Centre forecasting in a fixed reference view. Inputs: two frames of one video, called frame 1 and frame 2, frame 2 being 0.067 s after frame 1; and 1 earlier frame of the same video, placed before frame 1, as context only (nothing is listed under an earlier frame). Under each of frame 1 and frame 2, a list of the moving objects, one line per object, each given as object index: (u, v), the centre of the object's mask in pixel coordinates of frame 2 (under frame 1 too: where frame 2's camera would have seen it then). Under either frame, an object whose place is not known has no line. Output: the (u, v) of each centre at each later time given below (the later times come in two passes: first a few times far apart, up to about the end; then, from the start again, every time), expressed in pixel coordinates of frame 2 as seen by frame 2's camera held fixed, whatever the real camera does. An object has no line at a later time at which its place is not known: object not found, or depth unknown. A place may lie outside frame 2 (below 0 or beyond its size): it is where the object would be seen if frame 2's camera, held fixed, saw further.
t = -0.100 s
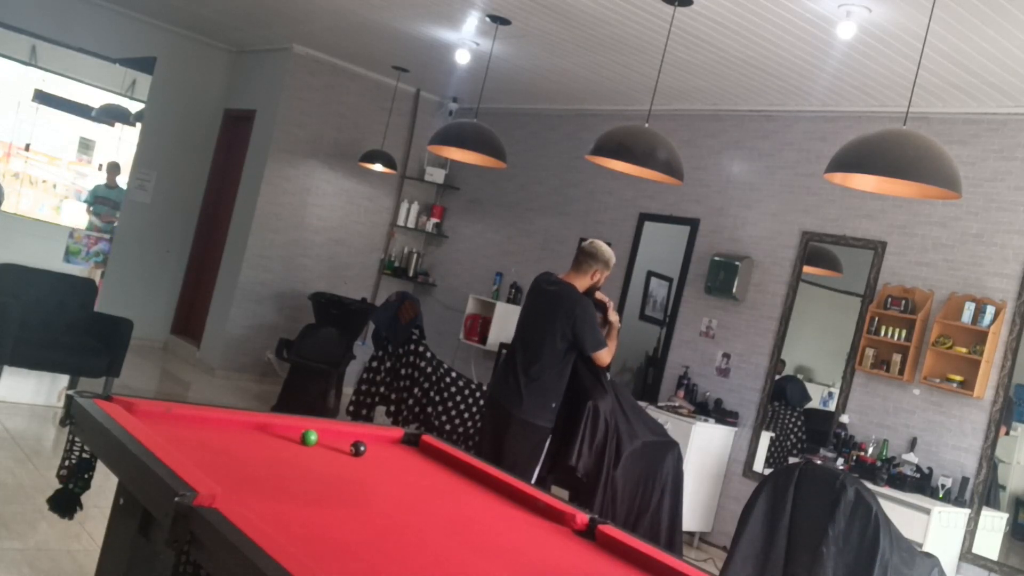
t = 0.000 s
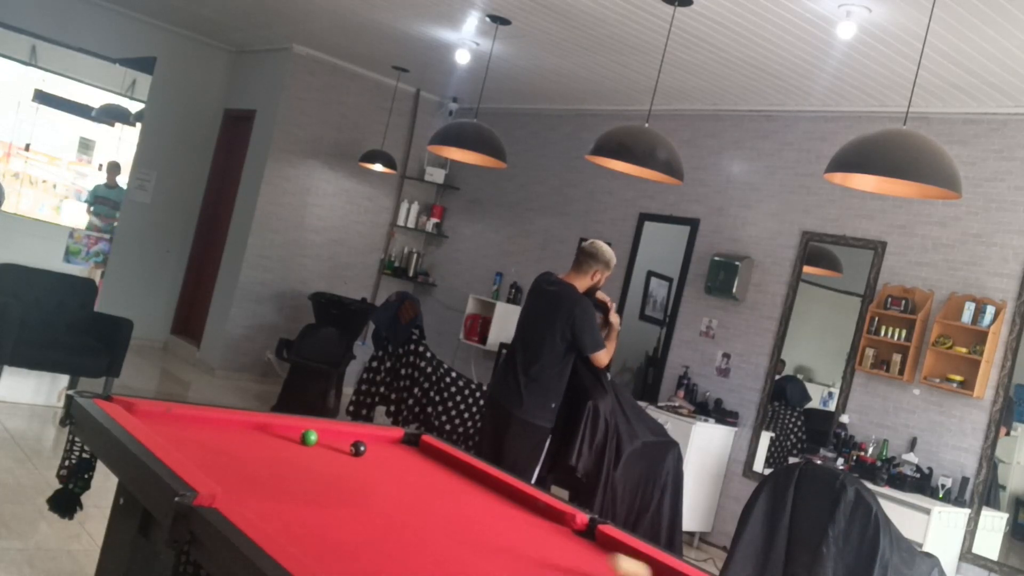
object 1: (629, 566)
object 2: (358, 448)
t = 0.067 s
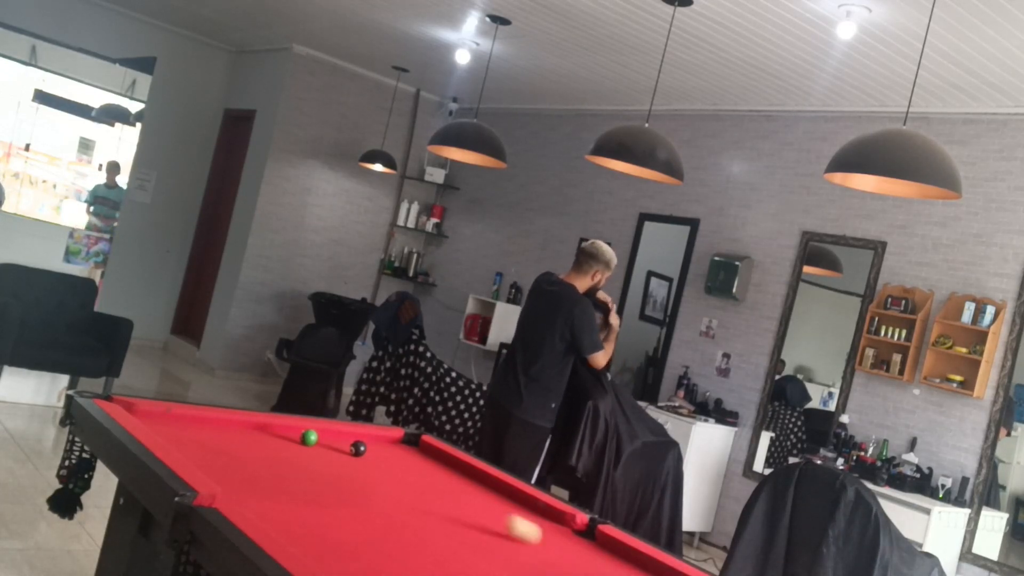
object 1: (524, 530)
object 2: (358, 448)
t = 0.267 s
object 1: (311, 438)
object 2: (358, 448)
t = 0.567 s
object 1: (218, 427)
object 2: (358, 448)
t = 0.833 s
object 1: (171, 436)
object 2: (358, 448)
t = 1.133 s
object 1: (227, 458)
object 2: (358, 449)
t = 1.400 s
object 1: (294, 479)
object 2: (358, 449)
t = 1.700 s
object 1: (371, 502)
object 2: (358, 449)
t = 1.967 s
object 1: (438, 522)
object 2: (358, 449)
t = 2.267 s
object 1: (514, 545)
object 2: (359, 445)
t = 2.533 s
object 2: (358, 449)
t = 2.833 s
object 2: (368, 451)
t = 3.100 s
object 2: (393, 459)
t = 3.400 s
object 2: (420, 466)
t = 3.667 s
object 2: (443, 472)
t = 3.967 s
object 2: (465, 479)
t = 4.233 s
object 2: (483, 485)
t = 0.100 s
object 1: (478, 511)
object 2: (358, 448)
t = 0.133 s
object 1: (437, 493)
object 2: (358, 448)
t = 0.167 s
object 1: (399, 476)
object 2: (358, 448)
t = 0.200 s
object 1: (365, 462)
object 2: (358, 447)
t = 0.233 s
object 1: (331, 447)
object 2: (358, 448)
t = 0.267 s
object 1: (311, 438)
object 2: (358, 448)
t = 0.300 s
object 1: (296, 435)
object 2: (358, 448)
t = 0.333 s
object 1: (281, 432)
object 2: (358, 448)
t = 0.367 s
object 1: (266, 429)
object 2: (358, 448)
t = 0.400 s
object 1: (250, 425)
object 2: (358, 449)
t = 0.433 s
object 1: (236, 421)
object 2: (358, 448)
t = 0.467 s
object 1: (231, 421)
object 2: (358, 448)
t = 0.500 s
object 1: (227, 424)
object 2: (358, 448)
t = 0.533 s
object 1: (223, 425)
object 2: (358, 448)
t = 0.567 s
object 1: (218, 427)
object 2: (358, 448)
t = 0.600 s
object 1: (212, 428)
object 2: (358, 448)
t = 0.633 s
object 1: (207, 429)
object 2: (358, 448)
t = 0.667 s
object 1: (201, 430)
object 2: (358, 448)
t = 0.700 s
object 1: (195, 431)
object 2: (358, 448)
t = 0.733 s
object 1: (189, 433)
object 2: (358, 448)
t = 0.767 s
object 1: (183, 434)
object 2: (358, 448)
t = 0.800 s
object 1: (177, 435)
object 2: (358, 448)
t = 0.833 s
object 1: (171, 436)
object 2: (358, 448)
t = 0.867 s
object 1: (165, 436)
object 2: (358, 449)
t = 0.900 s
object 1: (167, 437)
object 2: (358, 448)
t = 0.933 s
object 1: (177, 442)
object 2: (358, 449)
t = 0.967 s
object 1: (185, 445)
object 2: (358, 448)
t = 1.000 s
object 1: (193, 448)
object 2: (358, 449)
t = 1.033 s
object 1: (201, 451)
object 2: (358, 448)
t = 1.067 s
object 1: (210, 453)
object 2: (358, 449)
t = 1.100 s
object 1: (218, 456)
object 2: (358, 449)
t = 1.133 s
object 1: (227, 458)
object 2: (358, 449)
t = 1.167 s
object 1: (235, 461)
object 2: (358, 448)
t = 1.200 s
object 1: (244, 463)
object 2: (358, 448)
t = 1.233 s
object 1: (252, 466)
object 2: (358, 448)
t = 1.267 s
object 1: (261, 469)
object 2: (358, 449)
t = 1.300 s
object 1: (269, 471)
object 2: (358, 448)
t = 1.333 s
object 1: (278, 474)
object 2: (358, 448)
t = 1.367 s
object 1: (286, 476)
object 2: (358, 448)
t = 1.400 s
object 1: (294, 479)
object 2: (358, 449)
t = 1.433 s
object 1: (303, 482)
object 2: (358, 448)
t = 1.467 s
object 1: (312, 484)
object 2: (358, 448)
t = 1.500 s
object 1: (320, 487)
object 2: (358, 449)
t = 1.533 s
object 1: (329, 490)
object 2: (358, 449)
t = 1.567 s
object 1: (337, 492)
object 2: (358, 449)
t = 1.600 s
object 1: (346, 495)
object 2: (358, 449)
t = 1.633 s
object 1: (354, 497)
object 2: (358, 449)
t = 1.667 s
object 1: (363, 499)
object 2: (358, 449)
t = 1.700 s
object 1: (371, 502)
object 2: (358, 449)
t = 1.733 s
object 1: (379, 505)
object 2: (358, 449)
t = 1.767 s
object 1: (388, 507)
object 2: (358, 449)
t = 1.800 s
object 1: (396, 510)
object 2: (358, 448)
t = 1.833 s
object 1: (405, 512)
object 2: (358, 449)
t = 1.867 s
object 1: (413, 515)
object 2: (358, 449)
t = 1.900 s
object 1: (421, 517)
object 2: (358, 449)
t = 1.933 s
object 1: (430, 520)
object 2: (358, 449)
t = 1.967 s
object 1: (438, 522)
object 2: (358, 449)
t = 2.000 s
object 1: (447, 525)
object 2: (358, 449)
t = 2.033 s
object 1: (455, 527)
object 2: (358, 449)
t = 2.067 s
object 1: (464, 530)
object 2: (358, 449)
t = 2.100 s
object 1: (472, 532)
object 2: (358, 449)
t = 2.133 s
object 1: (480, 535)
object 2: (358, 449)
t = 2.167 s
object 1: (489, 537)
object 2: (358, 449)
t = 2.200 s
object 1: (497, 540)
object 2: (358, 448)
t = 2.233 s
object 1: (505, 542)
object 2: (357, 447)
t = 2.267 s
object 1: (514, 545)
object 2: (359, 445)
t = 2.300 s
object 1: (522, 547)
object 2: (361, 447)
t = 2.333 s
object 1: (530, 550)
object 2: (359, 449)
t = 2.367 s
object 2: (358, 449)
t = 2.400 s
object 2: (358, 448)
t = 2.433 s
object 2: (358, 448)
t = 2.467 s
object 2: (358, 449)
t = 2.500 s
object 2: (358, 449)
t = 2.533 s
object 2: (358, 449)
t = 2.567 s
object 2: (358, 449)
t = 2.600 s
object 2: (358, 448)
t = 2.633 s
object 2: (358, 449)
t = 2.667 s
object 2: (358, 449)
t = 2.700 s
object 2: (358, 449)
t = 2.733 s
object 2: (358, 448)
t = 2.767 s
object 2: (360, 450)
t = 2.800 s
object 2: (364, 450)
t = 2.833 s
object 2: (368, 451)
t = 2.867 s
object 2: (371, 452)
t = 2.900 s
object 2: (374, 453)
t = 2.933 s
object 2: (378, 454)
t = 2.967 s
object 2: (381, 455)
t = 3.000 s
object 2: (384, 456)
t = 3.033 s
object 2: (387, 457)
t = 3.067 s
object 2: (390, 458)
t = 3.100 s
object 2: (393, 459)
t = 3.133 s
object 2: (396, 460)
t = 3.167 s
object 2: (399, 460)
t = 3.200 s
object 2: (403, 461)
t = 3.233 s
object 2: (405, 462)
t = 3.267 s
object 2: (408, 463)
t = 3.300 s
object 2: (411, 464)
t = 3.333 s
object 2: (414, 465)
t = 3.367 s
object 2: (418, 465)
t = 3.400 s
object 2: (420, 466)
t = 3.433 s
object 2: (423, 467)
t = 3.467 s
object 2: (426, 468)
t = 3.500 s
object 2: (429, 469)
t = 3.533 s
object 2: (432, 470)
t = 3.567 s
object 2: (435, 470)
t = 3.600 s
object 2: (437, 471)
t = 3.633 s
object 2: (440, 472)
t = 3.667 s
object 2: (443, 472)
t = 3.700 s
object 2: (445, 473)
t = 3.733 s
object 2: (448, 474)
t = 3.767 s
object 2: (450, 475)
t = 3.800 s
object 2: (453, 476)
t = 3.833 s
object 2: (455, 476)
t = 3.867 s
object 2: (457, 477)
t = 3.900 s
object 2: (460, 477)
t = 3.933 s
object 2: (463, 478)
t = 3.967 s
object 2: (465, 479)
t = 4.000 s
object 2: (467, 479)
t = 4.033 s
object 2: (470, 480)
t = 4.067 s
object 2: (472, 481)
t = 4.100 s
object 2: (474, 482)
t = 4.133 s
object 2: (477, 482)
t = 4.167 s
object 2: (479, 483)
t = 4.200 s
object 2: (481, 484)
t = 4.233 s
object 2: (483, 485)
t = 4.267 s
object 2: (486, 486)
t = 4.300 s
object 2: (488, 486)
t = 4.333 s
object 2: (489, 486)
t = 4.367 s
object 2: (492, 487)
